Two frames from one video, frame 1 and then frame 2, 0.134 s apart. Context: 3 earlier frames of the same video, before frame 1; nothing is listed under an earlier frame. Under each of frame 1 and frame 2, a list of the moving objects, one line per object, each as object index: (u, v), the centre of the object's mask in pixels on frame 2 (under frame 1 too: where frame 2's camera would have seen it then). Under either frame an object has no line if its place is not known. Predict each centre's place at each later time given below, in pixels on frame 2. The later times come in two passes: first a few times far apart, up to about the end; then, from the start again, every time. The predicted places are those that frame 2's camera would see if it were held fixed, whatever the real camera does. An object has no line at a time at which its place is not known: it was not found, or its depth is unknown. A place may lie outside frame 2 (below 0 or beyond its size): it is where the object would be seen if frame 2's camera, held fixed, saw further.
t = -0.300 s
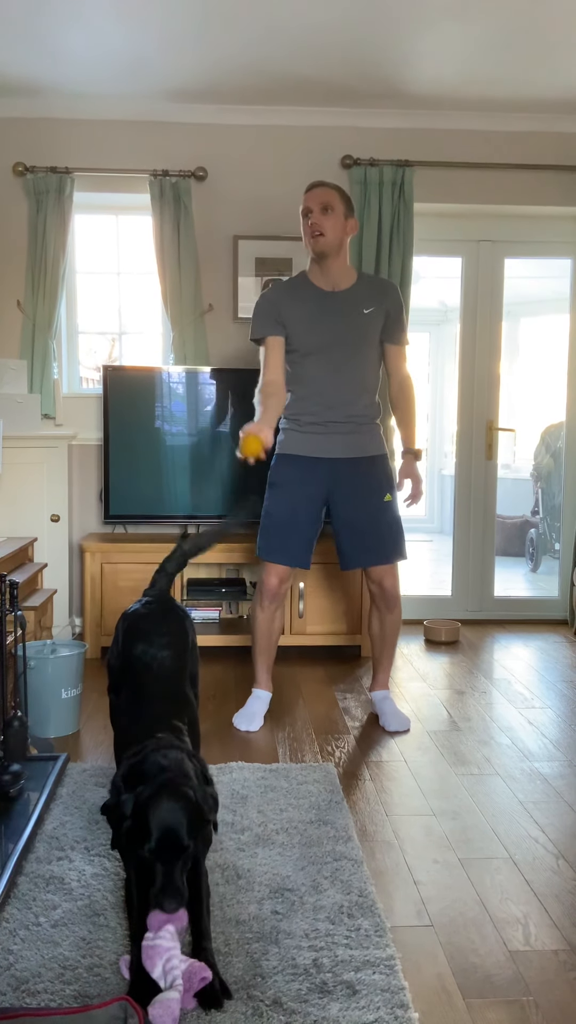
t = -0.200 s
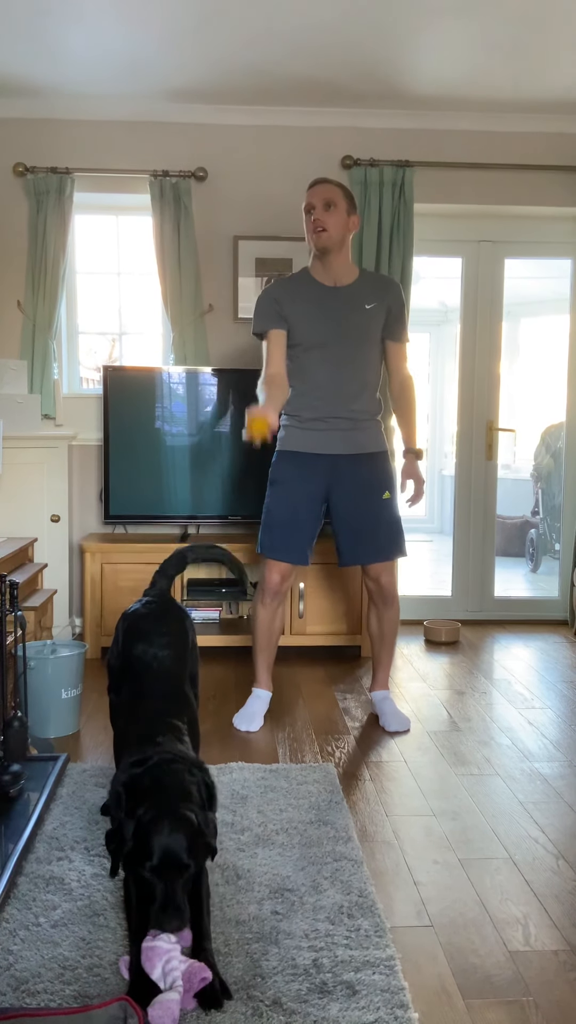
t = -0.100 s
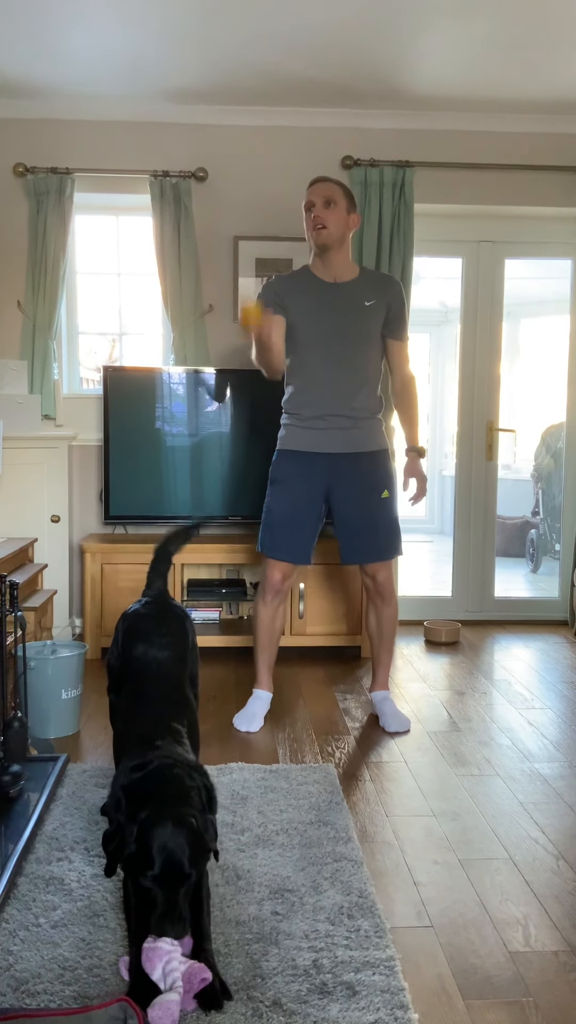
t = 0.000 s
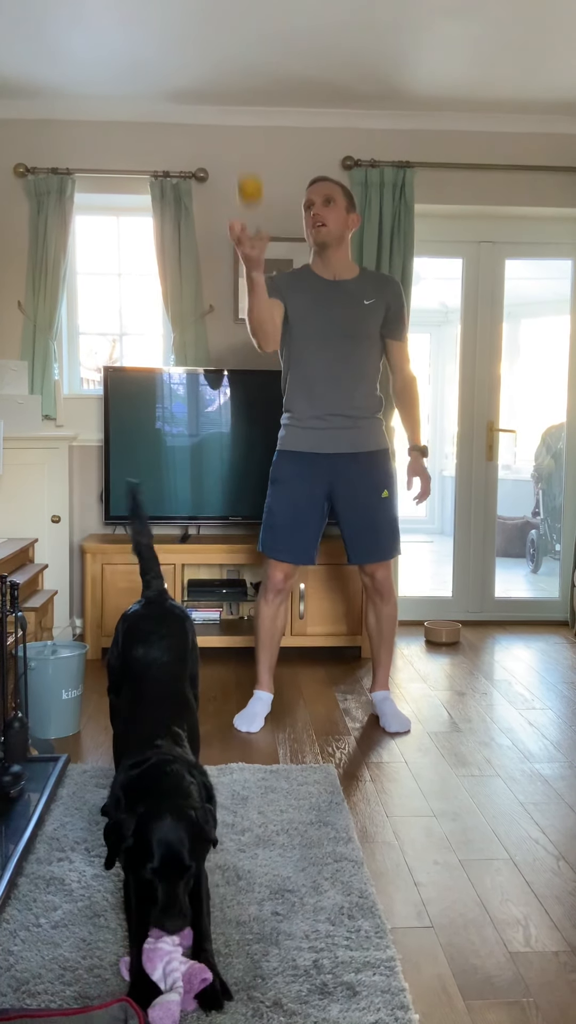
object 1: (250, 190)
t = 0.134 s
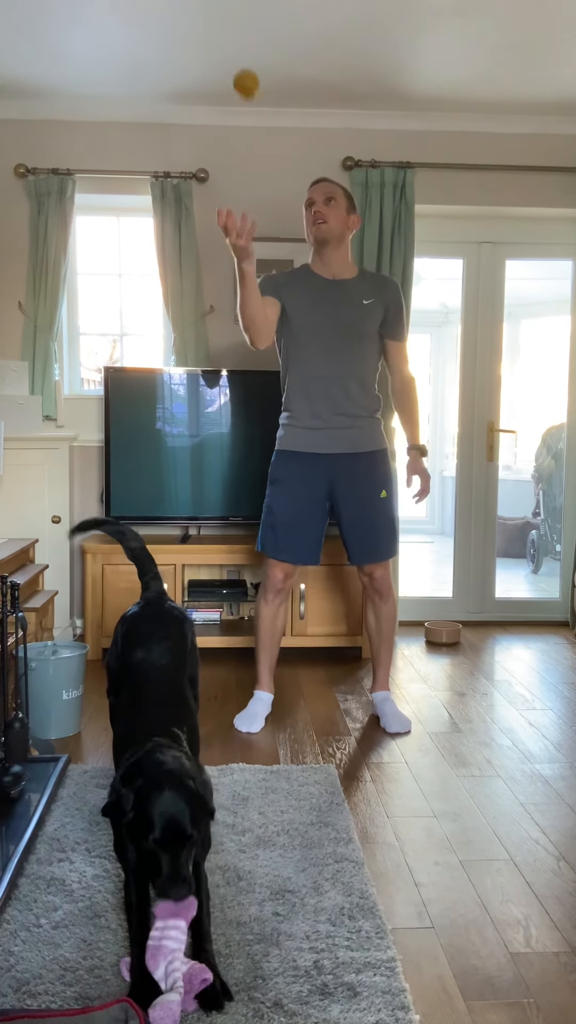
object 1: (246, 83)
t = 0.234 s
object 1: (242, 50)
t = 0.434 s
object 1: (235, 97)
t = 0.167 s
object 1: (245, 68)
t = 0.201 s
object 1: (243, 57)
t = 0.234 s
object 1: (242, 50)
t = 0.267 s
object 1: (241, 47)
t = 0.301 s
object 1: (240, 48)
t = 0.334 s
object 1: (239, 54)
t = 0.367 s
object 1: (237, 64)
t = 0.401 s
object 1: (236, 79)
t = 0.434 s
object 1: (235, 97)
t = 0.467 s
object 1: (233, 121)
